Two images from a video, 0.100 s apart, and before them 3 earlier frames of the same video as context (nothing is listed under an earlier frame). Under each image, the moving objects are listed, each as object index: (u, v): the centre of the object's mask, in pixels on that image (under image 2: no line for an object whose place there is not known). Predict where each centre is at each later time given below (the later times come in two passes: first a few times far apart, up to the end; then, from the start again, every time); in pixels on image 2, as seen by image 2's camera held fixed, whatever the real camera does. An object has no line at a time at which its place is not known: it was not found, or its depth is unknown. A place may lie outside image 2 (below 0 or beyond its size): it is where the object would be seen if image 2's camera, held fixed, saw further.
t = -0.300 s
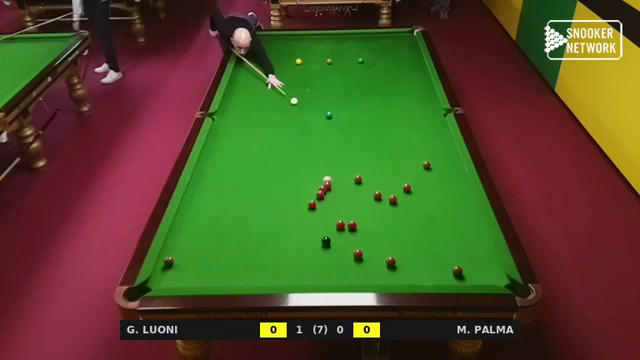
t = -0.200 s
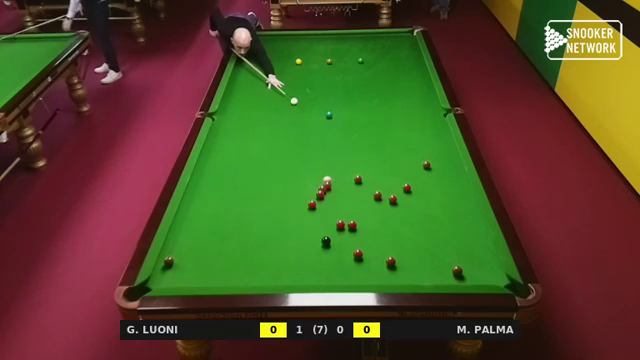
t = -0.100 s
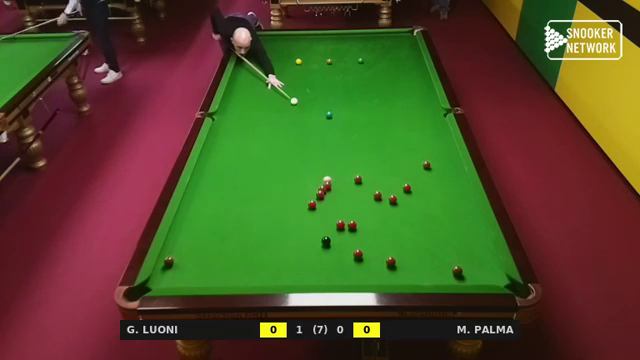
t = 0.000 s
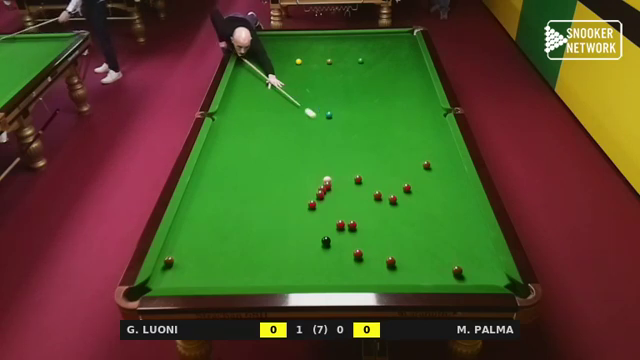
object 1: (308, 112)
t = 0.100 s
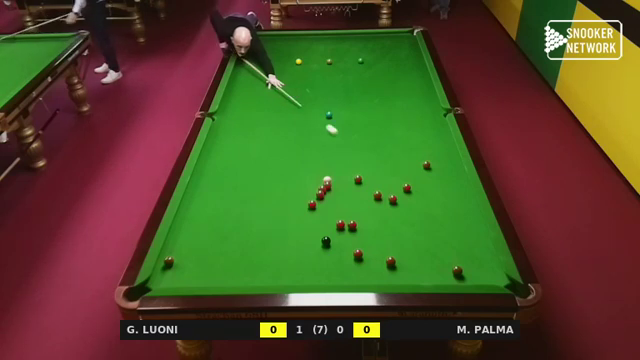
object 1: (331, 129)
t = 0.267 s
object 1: (368, 157)
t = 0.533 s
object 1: (407, 184)
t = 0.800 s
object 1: (430, 193)
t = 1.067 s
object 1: (453, 204)
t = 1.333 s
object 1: (477, 214)
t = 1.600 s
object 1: (468, 222)
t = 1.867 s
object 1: (458, 230)
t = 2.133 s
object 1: (449, 238)
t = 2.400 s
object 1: (440, 245)
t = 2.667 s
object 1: (431, 251)
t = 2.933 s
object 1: (423, 256)
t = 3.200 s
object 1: (416, 262)
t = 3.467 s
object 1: (410, 266)
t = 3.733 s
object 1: (405, 270)
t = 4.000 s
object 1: (400, 273)
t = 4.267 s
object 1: (397, 275)
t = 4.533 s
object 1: (394, 276)
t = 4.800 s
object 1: (393, 277)
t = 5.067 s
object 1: (393, 277)
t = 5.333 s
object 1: (393, 277)
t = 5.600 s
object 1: (393, 277)
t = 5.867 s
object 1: (393, 277)
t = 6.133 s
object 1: (393, 277)
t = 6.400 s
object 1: (393, 277)
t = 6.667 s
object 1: (393, 277)
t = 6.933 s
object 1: (393, 277)
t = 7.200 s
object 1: (393, 277)
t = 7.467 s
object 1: (393, 277)
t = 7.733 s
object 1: (393, 277)
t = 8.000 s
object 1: (393, 277)
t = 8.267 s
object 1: (393, 277)
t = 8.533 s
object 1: (393, 277)
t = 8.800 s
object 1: (393, 277)
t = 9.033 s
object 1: (393, 277)
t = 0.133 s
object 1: (339, 135)
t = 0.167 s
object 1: (346, 140)
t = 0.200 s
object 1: (353, 146)
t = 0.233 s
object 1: (361, 152)
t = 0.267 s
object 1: (368, 157)
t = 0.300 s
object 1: (375, 163)
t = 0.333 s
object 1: (383, 168)
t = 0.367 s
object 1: (390, 174)
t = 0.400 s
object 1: (398, 180)
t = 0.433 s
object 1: (403, 183)
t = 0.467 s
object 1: (404, 183)
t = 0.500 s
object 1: (405, 183)
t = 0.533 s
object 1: (407, 184)
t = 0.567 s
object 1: (410, 184)
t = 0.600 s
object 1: (412, 185)
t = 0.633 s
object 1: (415, 187)
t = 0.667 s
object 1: (418, 188)
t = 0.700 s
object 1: (421, 189)
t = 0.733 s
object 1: (424, 190)
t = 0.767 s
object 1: (427, 192)
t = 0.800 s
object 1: (430, 193)
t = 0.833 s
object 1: (433, 194)
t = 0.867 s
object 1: (435, 196)
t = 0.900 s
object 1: (438, 197)
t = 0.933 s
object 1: (441, 198)
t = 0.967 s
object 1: (444, 199)
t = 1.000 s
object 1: (447, 201)
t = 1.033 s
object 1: (450, 202)
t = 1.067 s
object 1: (453, 204)
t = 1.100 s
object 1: (456, 205)
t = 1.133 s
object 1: (459, 206)
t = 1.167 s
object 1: (462, 208)
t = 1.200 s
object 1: (465, 209)
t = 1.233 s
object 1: (468, 210)
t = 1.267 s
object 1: (471, 212)
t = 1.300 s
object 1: (474, 213)
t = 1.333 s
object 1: (477, 214)
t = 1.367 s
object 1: (477, 215)
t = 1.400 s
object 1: (475, 216)
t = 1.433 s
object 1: (474, 217)
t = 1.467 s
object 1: (473, 219)
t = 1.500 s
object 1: (472, 220)
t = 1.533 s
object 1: (470, 220)
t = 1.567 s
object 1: (469, 221)
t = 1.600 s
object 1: (468, 222)
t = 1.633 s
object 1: (467, 223)
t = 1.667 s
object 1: (465, 224)
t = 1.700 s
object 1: (464, 225)
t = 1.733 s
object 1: (463, 226)
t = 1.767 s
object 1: (462, 227)
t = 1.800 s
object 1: (460, 228)
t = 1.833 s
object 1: (459, 229)
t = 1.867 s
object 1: (458, 230)
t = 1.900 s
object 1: (457, 231)
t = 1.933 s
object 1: (456, 232)
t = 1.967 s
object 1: (455, 233)
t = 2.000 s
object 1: (453, 234)
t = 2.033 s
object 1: (452, 235)
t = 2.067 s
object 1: (451, 236)
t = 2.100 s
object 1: (450, 237)
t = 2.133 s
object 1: (449, 238)
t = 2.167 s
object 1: (448, 238)
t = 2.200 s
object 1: (446, 239)
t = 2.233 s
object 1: (445, 240)
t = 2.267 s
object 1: (444, 241)
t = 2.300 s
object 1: (443, 242)
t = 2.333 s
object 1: (442, 243)
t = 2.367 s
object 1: (441, 244)
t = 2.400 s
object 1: (440, 245)
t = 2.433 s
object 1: (439, 245)
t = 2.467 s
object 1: (438, 246)
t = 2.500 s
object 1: (436, 247)
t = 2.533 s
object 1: (435, 247)
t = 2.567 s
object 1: (434, 248)
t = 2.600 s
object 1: (433, 249)
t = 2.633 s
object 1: (432, 250)
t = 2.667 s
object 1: (431, 251)
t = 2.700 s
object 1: (430, 252)
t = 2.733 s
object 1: (429, 252)
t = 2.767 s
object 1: (428, 253)
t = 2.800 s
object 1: (427, 254)
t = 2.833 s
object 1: (426, 254)
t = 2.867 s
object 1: (425, 255)
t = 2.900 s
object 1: (424, 256)
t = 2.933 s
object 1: (423, 256)
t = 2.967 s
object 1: (422, 257)
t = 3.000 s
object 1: (422, 258)
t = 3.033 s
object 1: (421, 259)
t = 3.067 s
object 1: (420, 259)
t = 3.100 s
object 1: (419, 260)
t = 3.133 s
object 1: (418, 260)
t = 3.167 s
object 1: (417, 261)
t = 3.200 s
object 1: (416, 262)
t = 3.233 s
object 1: (415, 262)
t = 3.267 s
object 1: (415, 263)
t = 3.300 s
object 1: (414, 263)
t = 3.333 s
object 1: (413, 264)
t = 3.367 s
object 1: (412, 265)
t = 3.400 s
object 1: (412, 265)
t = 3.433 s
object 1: (411, 265)
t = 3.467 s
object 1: (410, 266)
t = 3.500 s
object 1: (409, 266)
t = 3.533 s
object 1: (409, 267)
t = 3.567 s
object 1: (408, 268)
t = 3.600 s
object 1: (407, 268)
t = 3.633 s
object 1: (407, 269)
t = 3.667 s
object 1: (406, 269)
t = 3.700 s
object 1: (405, 269)
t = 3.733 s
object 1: (405, 270)
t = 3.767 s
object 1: (404, 270)
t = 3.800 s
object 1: (404, 271)
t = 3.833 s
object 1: (403, 271)
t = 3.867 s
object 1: (402, 271)
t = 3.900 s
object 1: (402, 272)
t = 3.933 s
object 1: (401, 272)
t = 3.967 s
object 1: (401, 272)
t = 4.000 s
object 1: (400, 273)
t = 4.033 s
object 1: (400, 273)
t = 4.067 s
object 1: (399, 273)
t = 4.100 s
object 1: (399, 274)
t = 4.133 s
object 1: (398, 274)
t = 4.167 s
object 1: (398, 274)
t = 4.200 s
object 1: (398, 275)
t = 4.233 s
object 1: (397, 275)
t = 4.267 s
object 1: (397, 275)
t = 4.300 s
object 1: (397, 275)
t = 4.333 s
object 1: (396, 275)
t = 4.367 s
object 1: (396, 275)
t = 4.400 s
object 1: (395, 276)
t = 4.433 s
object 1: (395, 276)
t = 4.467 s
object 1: (395, 276)
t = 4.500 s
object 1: (395, 276)
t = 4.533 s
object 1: (394, 276)
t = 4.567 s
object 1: (394, 276)
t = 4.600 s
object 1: (394, 277)
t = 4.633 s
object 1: (394, 277)
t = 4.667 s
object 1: (393, 277)
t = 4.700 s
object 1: (393, 277)
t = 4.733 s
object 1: (393, 277)
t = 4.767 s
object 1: (393, 277)
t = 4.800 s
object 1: (393, 277)
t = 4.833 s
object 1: (393, 277)
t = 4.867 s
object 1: (393, 277)
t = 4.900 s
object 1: (393, 277)
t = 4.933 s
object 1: (393, 277)
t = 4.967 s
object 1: (393, 277)
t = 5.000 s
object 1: (393, 277)
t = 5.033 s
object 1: (393, 277)
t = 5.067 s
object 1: (393, 277)
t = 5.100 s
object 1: (393, 277)
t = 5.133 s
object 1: (393, 277)
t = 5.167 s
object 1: (393, 277)
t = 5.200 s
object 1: (393, 277)
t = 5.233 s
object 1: (393, 277)
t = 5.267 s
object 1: (393, 277)
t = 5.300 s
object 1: (393, 277)
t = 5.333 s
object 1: (393, 277)
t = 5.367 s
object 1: (393, 277)
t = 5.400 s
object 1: (393, 277)
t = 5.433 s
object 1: (393, 277)
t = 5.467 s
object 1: (393, 277)
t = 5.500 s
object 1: (393, 277)
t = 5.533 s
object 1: (393, 277)
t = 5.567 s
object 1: (393, 277)
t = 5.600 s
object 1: (393, 277)
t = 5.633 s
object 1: (393, 277)
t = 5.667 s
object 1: (393, 277)
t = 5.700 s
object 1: (393, 277)
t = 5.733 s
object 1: (393, 277)
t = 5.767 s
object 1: (393, 277)
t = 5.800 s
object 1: (393, 277)
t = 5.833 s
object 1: (393, 277)
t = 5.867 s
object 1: (393, 277)
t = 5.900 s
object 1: (393, 277)
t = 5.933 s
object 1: (393, 277)
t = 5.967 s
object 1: (393, 277)
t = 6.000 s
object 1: (393, 277)
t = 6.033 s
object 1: (393, 277)
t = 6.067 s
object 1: (393, 277)
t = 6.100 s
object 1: (393, 277)
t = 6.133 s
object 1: (393, 277)
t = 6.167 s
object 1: (393, 277)
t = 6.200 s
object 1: (393, 277)
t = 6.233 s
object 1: (393, 277)
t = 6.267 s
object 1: (393, 277)
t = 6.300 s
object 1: (393, 277)
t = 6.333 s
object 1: (393, 277)
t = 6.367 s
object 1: (393, 277)
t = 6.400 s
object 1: (393, 277)
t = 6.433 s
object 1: (393, 277)
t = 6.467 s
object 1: (393, 277)
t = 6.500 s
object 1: (393, 277)
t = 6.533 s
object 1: (393, 277)
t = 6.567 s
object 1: (393, 277)
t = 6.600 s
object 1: (393, 277)
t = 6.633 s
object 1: (393, 277)
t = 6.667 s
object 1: (393, 277)
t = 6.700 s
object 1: (393, 277)
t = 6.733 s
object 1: (393, 277)
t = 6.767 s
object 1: (393, 277)
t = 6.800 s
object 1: (393, 277)
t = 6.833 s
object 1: (393, 277)
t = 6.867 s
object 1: (393, 277)
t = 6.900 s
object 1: (393, 277)
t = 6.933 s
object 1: (393, 277)
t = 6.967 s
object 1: (393, 277)
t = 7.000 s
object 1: (393, 277)
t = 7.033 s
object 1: (393, 277)
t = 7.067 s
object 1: (393, 277)
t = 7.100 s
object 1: (393, 277)
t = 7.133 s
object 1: (393, 277)
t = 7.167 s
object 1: (393, 277)
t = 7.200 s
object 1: (393, 277)
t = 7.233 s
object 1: (393, 277)
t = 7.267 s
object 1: (393, 277)
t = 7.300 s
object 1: (393, 277)
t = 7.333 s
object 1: (393, 277)
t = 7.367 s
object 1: (393, 277)
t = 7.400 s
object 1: (393, 277)
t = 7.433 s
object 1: (393, 277)
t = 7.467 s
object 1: (393, 277)
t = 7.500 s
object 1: (393, 277)
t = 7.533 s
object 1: (393, 277)
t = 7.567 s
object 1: (393, 277)
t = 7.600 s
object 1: (393, 277)
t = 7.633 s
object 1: (393, 277)
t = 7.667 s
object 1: (393, 277)
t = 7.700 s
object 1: (393, 277)
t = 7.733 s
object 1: (393, 277)
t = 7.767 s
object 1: (393, 277)
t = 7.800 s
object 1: (393, 277)
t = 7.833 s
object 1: (393, 277)
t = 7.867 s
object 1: (393, 277)
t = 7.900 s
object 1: (393, 277)
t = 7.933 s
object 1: (393, 277)
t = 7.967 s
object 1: (393, 277)
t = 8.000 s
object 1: (393, 277)
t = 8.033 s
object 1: (393, 277)
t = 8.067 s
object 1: (393, 277)
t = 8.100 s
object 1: (393, 277)
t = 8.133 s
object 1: (393, 277)
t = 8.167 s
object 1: (393, 277)
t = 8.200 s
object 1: (393, 277)
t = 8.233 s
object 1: (393, 277)
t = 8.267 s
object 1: (393, 277)
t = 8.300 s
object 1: (393, 277)
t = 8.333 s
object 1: (393, 277)
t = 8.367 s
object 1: (393, 277)
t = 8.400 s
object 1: (393, 277)
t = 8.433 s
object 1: (393, 277)
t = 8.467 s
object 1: (393, 277)
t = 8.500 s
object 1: (393, 277)
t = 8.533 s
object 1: (393, 277)
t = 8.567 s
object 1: (393, 277)
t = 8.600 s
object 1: (393, 277)
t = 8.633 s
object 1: (393, 277)
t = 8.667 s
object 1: (393, 277)
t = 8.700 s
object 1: (393, 277)
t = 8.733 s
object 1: (393, 277)
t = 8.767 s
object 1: (393, 277)
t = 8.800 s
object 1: (393, 277)
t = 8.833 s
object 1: (393, 277)
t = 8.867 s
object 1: (393, 277)
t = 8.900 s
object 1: (393, 277)
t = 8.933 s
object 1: (393, 277)
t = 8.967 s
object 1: (393, 277)
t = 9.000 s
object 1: (393, 277)
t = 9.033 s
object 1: (393, 277)
